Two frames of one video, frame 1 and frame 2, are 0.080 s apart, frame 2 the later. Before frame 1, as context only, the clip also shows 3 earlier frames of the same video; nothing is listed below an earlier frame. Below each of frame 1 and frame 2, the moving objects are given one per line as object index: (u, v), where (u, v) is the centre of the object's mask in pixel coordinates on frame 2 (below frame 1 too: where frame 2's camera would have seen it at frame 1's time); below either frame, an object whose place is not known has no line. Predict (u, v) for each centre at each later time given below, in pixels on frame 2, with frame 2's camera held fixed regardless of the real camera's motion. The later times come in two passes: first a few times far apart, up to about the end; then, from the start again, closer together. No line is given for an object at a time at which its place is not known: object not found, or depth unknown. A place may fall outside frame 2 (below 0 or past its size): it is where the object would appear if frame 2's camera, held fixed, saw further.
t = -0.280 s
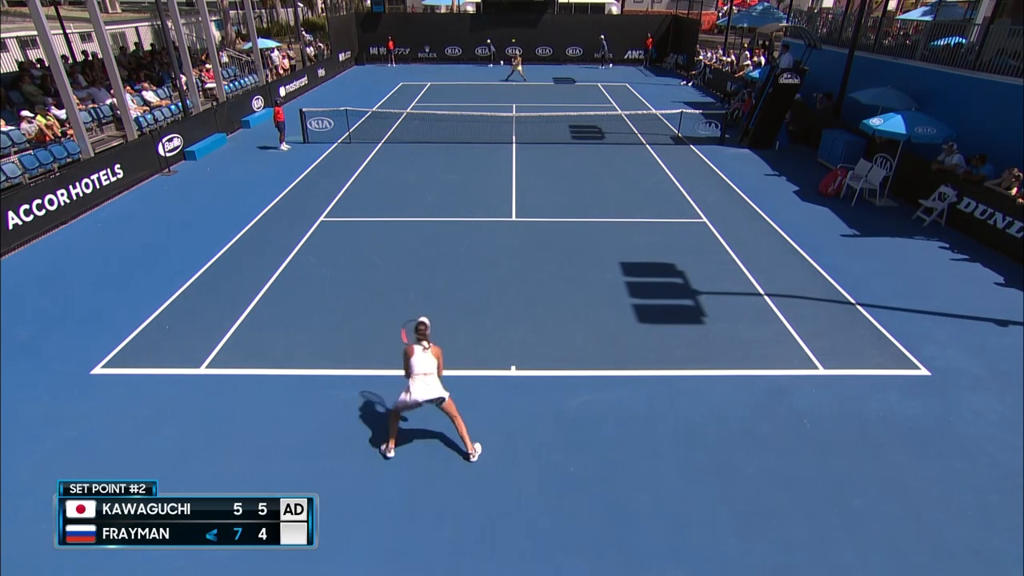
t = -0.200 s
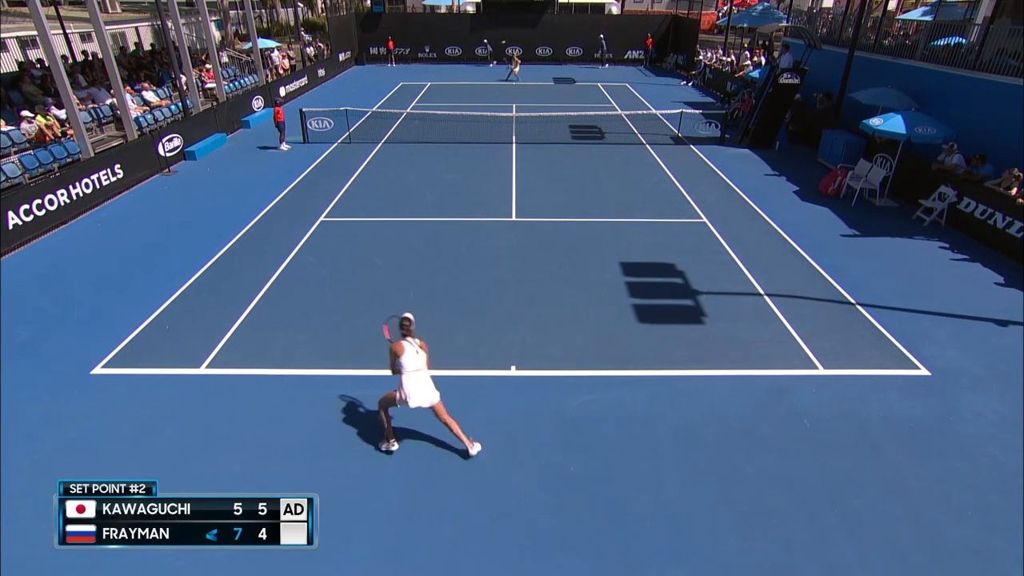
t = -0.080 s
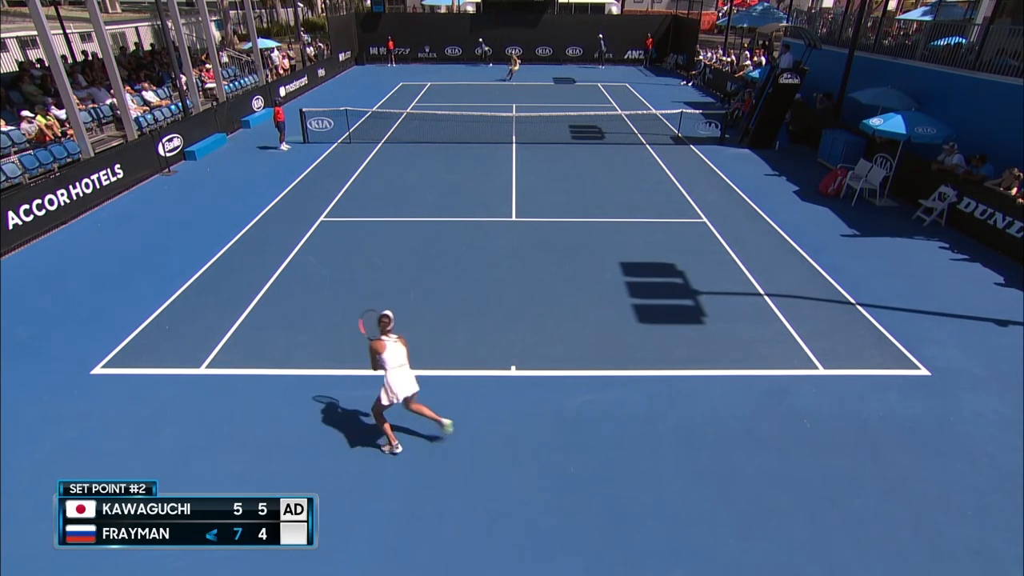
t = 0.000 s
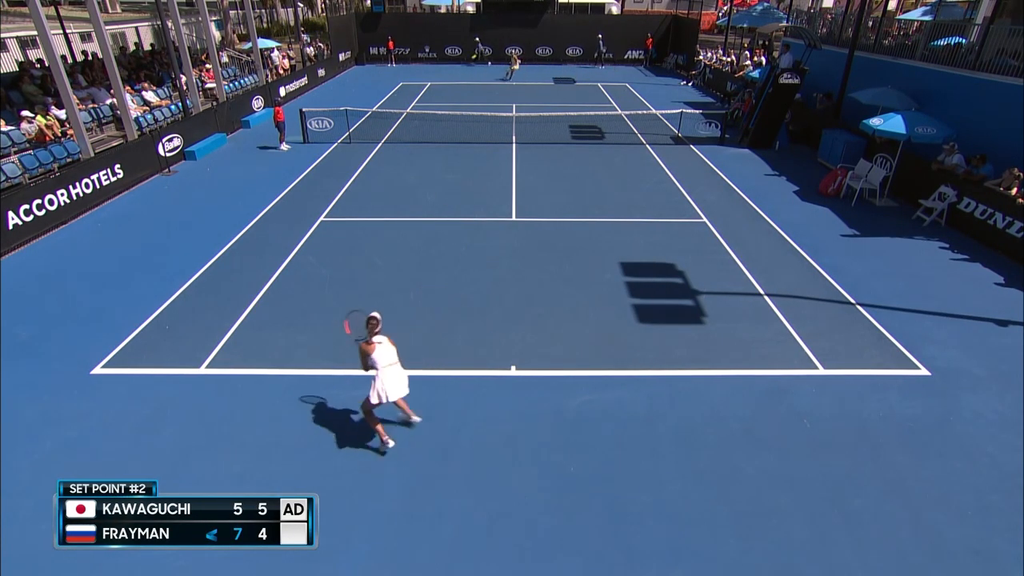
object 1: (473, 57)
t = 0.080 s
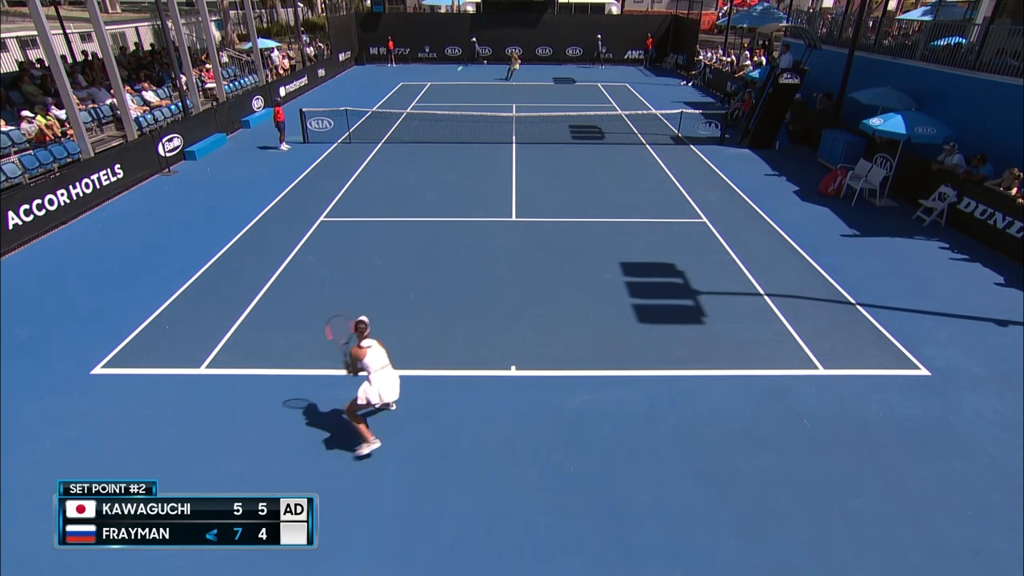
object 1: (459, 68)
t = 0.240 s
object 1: (427, 106)
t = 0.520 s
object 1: (351, 238)
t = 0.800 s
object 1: (249, 333)
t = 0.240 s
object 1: (427, 106)
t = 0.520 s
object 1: (351, 238)
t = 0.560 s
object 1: (338, 267)
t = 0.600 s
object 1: (324, 298)
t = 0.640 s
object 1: (310, 330)
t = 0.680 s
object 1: (296, 332)
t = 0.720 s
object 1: (282, 331)
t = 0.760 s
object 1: (266, 331)
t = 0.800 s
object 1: (249, 333)
